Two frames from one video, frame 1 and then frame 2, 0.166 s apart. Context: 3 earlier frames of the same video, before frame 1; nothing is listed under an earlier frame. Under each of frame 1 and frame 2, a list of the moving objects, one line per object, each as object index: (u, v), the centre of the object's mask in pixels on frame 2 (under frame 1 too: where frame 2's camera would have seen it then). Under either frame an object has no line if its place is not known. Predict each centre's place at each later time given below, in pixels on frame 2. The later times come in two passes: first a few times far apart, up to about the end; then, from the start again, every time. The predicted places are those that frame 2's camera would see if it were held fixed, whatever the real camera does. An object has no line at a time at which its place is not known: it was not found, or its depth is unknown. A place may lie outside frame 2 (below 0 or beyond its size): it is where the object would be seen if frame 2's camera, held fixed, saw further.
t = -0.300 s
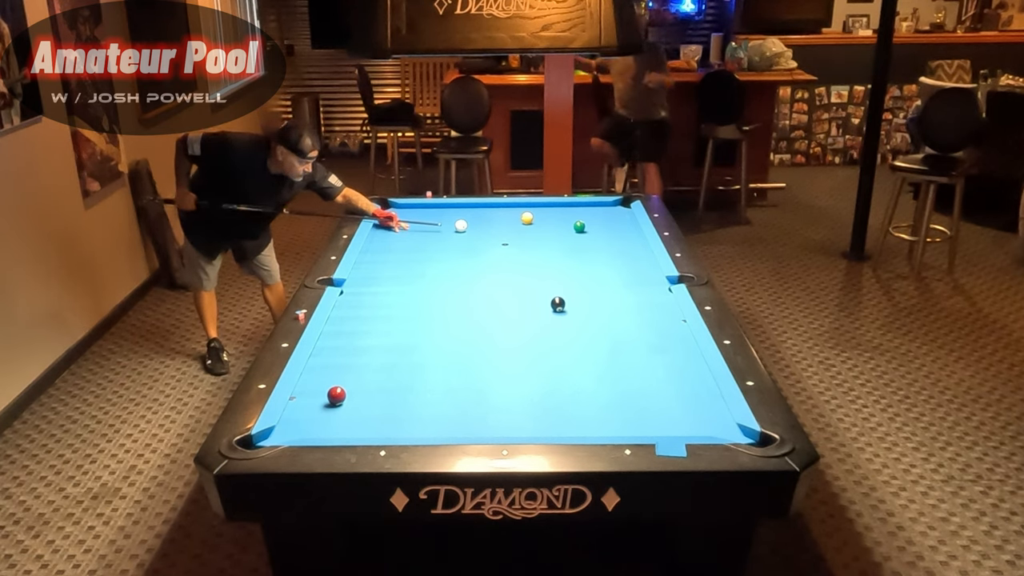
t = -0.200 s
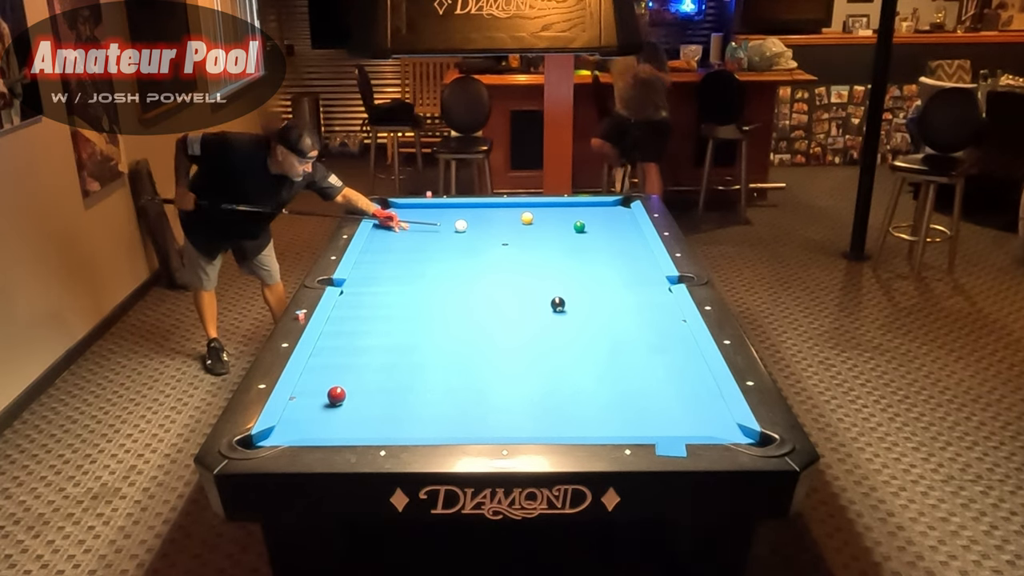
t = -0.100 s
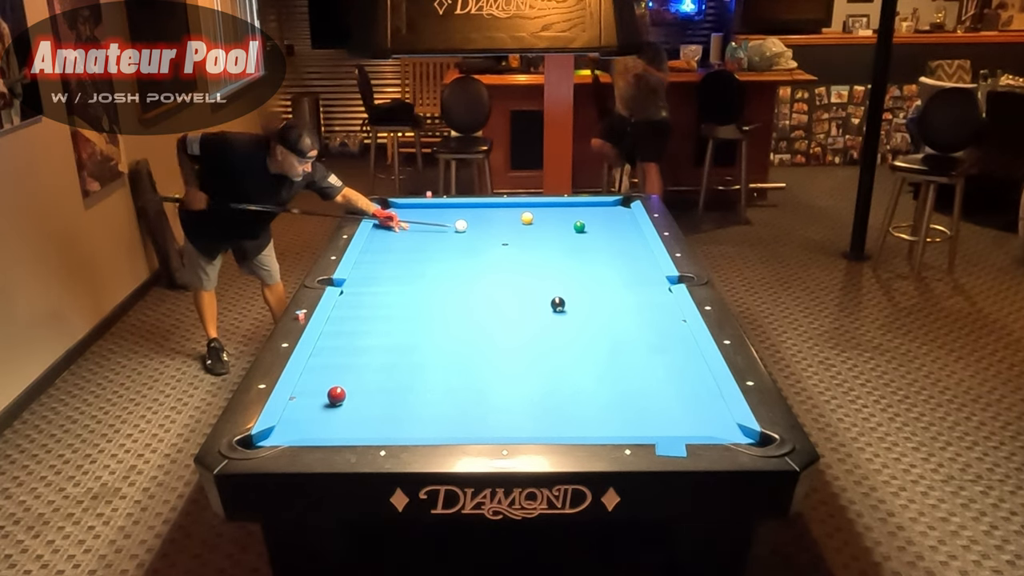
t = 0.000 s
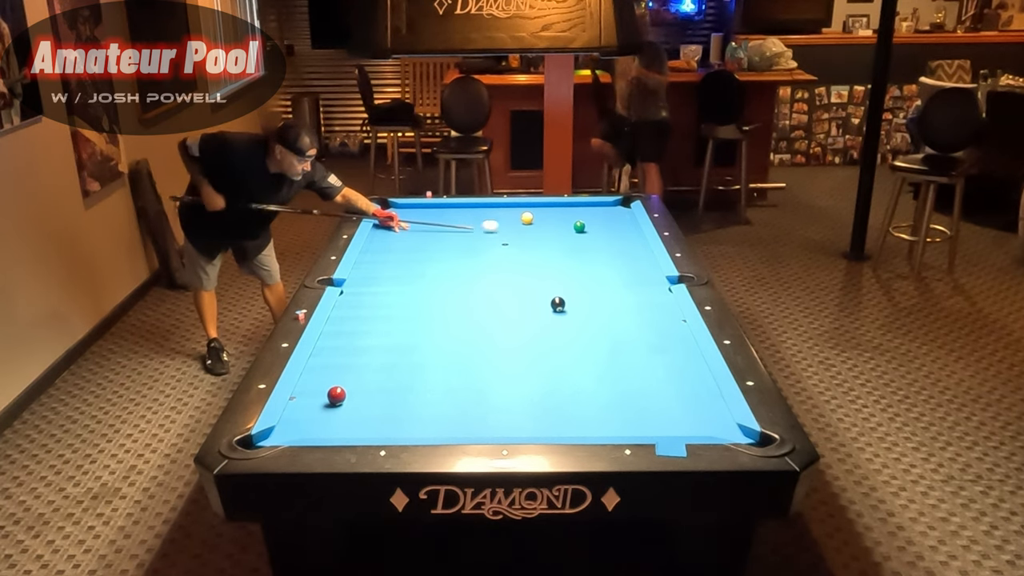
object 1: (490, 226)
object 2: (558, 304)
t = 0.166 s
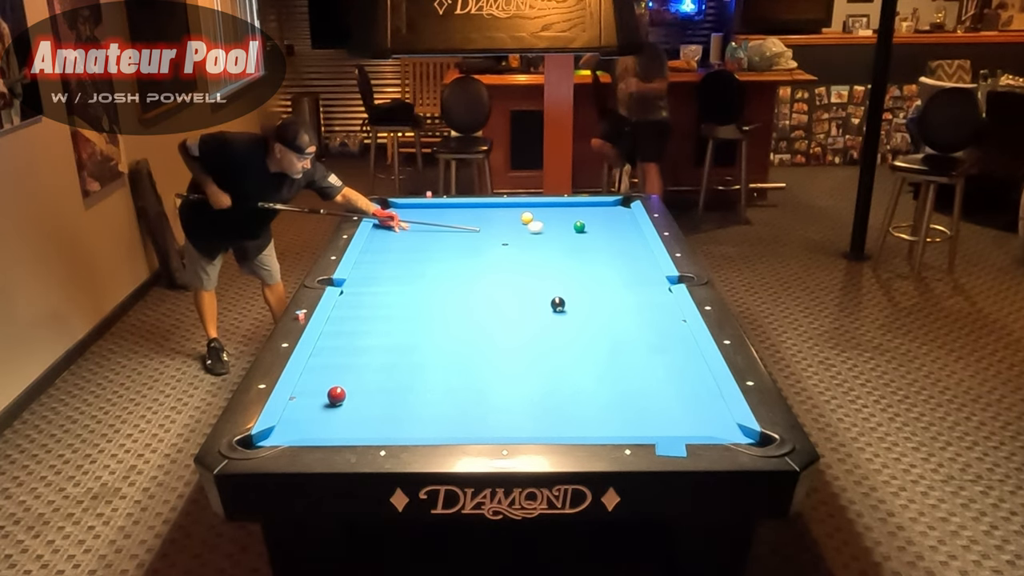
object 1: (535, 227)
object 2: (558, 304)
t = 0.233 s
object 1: (552, 227)
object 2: (558, 304)
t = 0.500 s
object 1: (591, 234)
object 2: (558, 304)
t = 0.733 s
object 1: (620, 241)
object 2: (558, 304)
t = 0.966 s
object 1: (641, 248)
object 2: (558, 304)
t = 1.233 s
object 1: (627, 258)
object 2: (558, 304)
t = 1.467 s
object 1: (614, 267)
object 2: (558, 304)
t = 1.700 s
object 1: (601, 277)
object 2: (558, 304)
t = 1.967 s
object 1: (586, 288)
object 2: (558, 304)
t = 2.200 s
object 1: (573, 297)
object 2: (558, 304)
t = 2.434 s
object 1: (571, 304)
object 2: (547, 308)
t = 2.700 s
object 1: (573, 308)
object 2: (532, 313)
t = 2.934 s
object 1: (574, 311)
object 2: (519, 317)
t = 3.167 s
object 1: (575, 316)
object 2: (508, 321)
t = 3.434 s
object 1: (577, 319)
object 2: (495, 325)
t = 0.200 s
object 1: (544, 227)
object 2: (558, 304)
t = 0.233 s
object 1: (552, 227)
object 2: (558, 304)
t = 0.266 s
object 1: (560, 227)
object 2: (558, 304)
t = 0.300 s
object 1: (568, 228)
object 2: (558, 304)
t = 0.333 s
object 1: (572, 229)
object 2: (558, 304)
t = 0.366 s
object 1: (575, 230)
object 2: (558, 304)
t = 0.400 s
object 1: (579, 231)
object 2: (558, 304)
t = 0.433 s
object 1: (583, 232)
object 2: (558, 304)
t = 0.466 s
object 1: (587, 233)
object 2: (558, 304)
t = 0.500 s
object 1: (591, 234)
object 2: (558, 304)
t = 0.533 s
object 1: (595, 235)
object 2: (558, 304)
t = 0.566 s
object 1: (599, 236)
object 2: (558, 304)
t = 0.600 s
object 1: (603, 237)
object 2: (558, 304)
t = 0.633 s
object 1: (607, 238)
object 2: (558, 304)
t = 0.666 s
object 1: (611, 239)
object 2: (558, 304)
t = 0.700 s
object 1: (615, 240)
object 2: (558, 304)
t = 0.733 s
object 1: (620, 241)
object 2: (558, 304)
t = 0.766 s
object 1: (624, 242)
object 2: (558, 304)
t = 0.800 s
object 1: (628, 242)
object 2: (558, 304)
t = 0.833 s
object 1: (632, 244)
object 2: (558, 304)
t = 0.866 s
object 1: (636, 245)
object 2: (558, 304)
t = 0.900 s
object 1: (640, 246)
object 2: (558, 304)
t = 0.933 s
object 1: (642, 247)
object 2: (558, 304)
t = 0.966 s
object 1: (641, 248)
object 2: (558, 304)
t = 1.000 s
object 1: (639, 249)
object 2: (558, 304)
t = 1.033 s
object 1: (637, 251)
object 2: (558, 304)
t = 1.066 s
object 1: (635, 252)
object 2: (558, 304)
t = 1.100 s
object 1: (634, 253)
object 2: (558, 304)
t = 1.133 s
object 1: (632, 254)
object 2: (558, 304)
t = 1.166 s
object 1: (630, 256)
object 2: (558, 304)
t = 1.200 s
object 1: (628, 257)
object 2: (558, 304)
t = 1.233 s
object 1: (627, 258)
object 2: (558, 304)
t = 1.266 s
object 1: (625, 259)
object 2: (558, 304)
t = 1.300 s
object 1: (623, 261)
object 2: (558, 304)
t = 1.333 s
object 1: (621, 262)
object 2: (558, 304)
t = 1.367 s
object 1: (619, 263)
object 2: (558, 304)
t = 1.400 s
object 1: (618, 265)
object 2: (558, 304)
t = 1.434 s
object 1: (616, 266)
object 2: (558, 304)
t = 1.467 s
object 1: (614, 267)
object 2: (558, 304)
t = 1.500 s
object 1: (612, 269)
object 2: (558, 304)
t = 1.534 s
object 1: (610, 270)
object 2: (558, 304)
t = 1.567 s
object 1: (609, 271)
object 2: (558, 304)
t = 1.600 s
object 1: (607, 273)
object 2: (558, 304)
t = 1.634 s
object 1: (605, 274)
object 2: (558, 304)
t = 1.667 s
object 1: (603, 275)
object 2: (558, 304)
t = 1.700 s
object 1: (601, 277)
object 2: (558, 304)
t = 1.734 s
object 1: (600, 278)
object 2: (558, 304)
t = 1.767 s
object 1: (598, 279)
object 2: (558, 304)
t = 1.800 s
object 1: (596, 281)
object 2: (558, 304)
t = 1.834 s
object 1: (594, 282)
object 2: (558, 304)
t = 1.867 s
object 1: (592, 284)
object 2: (558, 304)
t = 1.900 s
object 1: (590, 285)
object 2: (558, 304)
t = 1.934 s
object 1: (588, 286)
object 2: (558, 304)
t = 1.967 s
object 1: (586, 288)
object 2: (558, 304)
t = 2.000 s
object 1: (584, 289)
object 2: (558, 304)
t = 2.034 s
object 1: (583, 291)
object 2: (558, 304)
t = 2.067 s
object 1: (581, 292)
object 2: (558, 304)
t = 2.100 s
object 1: (579, 293)
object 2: (558, 304)
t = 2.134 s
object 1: (577, 295)
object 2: (558, 304)
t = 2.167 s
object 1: (575, 296)
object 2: (558, 304)
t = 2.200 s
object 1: (573, 297)
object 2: (558, 304)
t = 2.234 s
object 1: (572, 299)
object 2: (558, 304)
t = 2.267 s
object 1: (570, 300)
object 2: (557, 304)
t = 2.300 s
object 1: (570, 301)
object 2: (555, 305)
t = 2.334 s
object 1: (570, 301)
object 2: (553, 306)
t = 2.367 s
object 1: (571, 302)
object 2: (551, 306)
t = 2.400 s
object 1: (571, 303)
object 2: (549, 307)
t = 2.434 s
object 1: (571, 304)
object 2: (547, 308)
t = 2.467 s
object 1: (572, 304)
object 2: (545, 308)
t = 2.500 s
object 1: (572, 305)
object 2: (543, 309)
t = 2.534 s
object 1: (572, 306)
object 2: (541, 310)
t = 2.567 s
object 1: (572, 306)
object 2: (539, 310)
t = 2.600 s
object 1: (573, 307)
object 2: (537, 311)
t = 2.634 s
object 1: (573, 307)
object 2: (536, 312)
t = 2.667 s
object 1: (573, 308)
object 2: (534, 312)
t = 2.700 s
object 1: (573, 308)
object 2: (532, 313)
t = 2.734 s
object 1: (573, 309)
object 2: (530, 313)
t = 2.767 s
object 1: (573, 309)
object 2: (528, 314)
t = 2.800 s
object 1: (573, 310)
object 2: (526, 315)
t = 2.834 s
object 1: (574, 310)
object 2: (525, 315)
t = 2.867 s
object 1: (574, 311)
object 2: (523, 316)
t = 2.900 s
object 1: (574, 311)
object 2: (521, 316)
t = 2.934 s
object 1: (574, 311)
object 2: (519, 317)
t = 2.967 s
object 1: (574, 311)
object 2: (518, 318)
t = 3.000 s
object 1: (574, 312)
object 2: (516, 318)
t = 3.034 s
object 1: (575, 314)
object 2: (514, 319)
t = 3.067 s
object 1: (575, 315)
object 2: (513, 319)
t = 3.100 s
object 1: (575, 315)
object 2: (511, 320)
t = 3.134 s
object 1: (575, 315)
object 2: (509, 320)
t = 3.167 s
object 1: (575, 316)
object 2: (508, 321)
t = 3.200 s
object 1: (575, 316)
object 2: (506, 321)
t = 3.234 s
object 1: (576, 317)
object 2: (504, 322)
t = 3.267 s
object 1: (576, 317)
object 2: (503, 323)
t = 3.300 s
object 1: (576, 317)
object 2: (501, 323)
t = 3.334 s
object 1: (576, 318)
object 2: (499, 324)
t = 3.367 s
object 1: (576, 318)
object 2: (498, 324)
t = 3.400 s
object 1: (576, 319)
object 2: (496, 325)
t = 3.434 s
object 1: (577, 319)
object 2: (495, 325)
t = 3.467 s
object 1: (577, 319)
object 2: (493, 325)
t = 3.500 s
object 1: (577, 320)
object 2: (492, 326)
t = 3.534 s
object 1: (577, 320)
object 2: (490, 327)
